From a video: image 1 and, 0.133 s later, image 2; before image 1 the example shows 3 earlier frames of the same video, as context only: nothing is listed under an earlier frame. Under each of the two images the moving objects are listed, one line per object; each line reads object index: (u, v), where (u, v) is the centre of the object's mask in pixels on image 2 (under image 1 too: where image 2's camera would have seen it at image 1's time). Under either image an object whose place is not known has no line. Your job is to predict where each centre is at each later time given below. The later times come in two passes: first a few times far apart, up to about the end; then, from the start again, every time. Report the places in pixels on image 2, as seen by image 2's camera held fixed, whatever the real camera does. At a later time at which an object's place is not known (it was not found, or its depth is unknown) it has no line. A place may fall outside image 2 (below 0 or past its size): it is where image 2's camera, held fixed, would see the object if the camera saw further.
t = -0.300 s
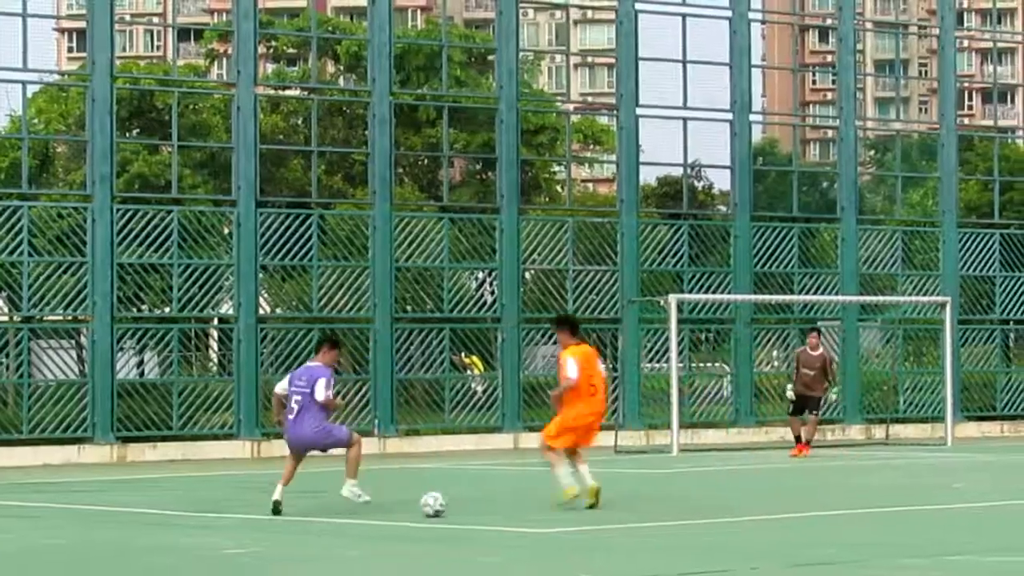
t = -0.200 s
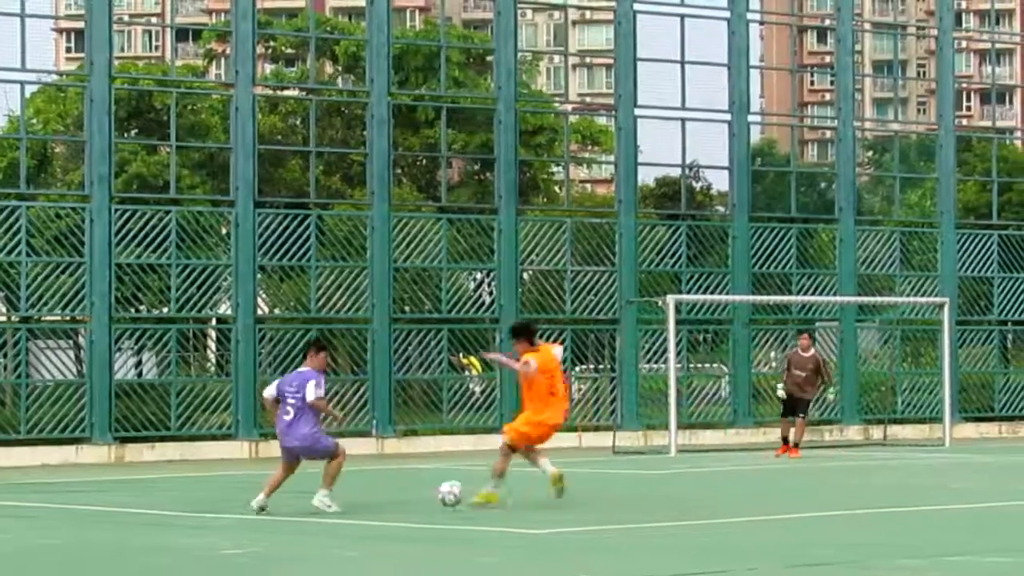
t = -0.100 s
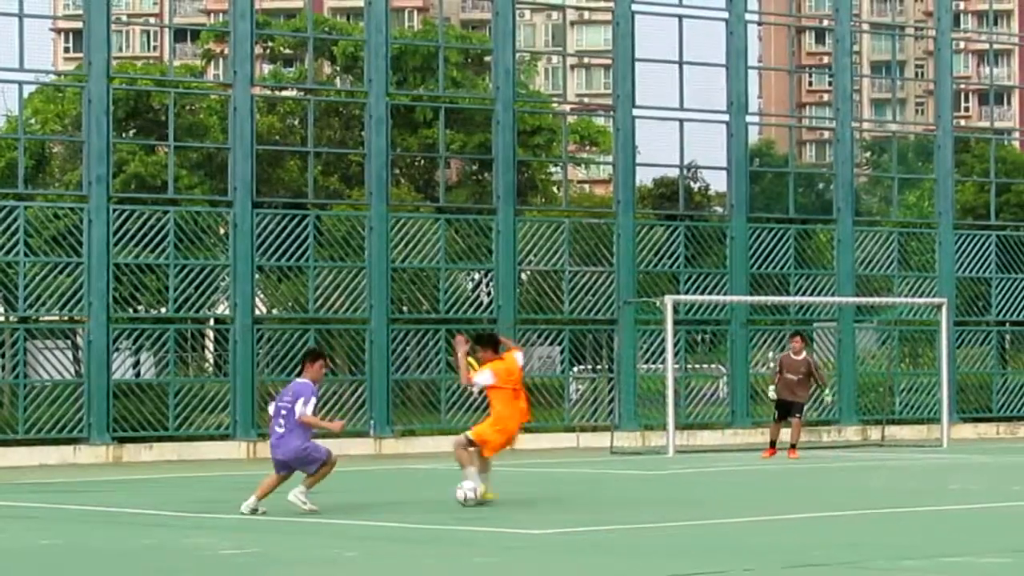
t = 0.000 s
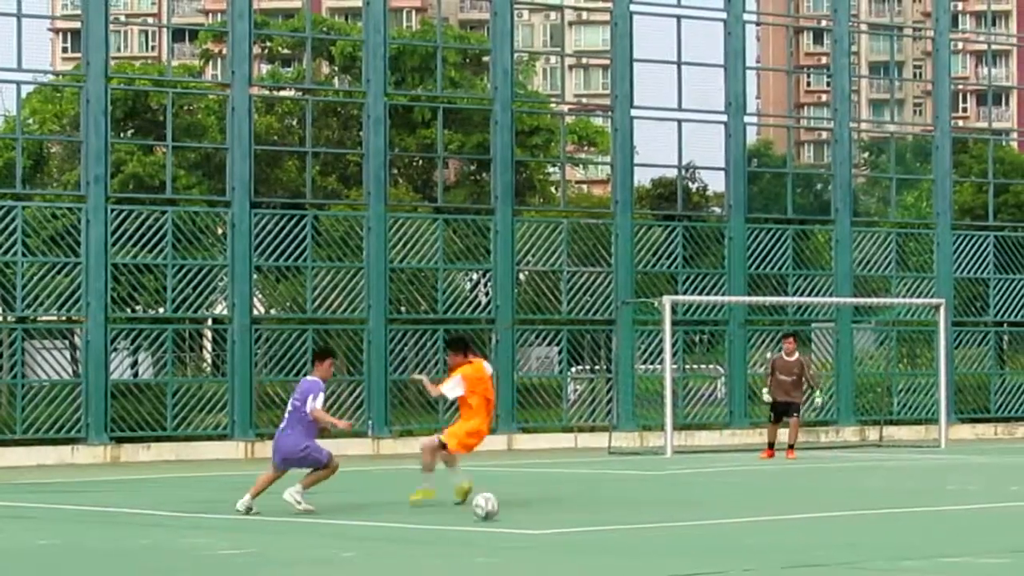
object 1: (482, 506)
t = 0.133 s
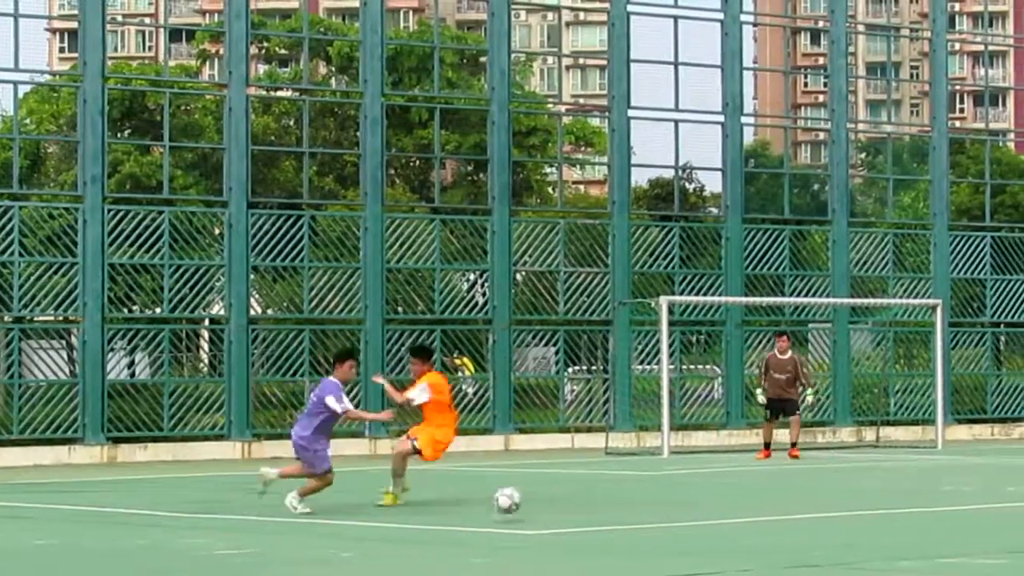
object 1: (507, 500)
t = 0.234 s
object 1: (526, 508)
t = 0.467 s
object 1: (568, 510)
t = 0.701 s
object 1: (609, 511)
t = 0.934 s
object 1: (650, 513)
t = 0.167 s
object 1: (513, 500)
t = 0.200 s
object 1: (520, 503)
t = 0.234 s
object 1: (526, 508)
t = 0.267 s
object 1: (532, 509)
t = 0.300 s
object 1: (538, 506)
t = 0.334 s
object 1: (544, 504)
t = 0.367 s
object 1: (550, 504)
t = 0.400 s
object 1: (556, 505)
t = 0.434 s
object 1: (562, 507)
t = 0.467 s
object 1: (568, 510)
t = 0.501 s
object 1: (574, 508)
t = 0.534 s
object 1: (579, 507)
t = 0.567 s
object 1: (585, 507)
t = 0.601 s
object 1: (591, 508)
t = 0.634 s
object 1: (597, 511)
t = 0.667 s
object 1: (603, 511)
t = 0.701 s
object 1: (609, 511)
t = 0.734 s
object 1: (616, 511)
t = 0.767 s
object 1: (621, 512)
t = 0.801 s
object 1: (627, 511)
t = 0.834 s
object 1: (632, 512)
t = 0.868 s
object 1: (638, 513)
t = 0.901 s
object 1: (644, 513)
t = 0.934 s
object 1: (650, 513)
